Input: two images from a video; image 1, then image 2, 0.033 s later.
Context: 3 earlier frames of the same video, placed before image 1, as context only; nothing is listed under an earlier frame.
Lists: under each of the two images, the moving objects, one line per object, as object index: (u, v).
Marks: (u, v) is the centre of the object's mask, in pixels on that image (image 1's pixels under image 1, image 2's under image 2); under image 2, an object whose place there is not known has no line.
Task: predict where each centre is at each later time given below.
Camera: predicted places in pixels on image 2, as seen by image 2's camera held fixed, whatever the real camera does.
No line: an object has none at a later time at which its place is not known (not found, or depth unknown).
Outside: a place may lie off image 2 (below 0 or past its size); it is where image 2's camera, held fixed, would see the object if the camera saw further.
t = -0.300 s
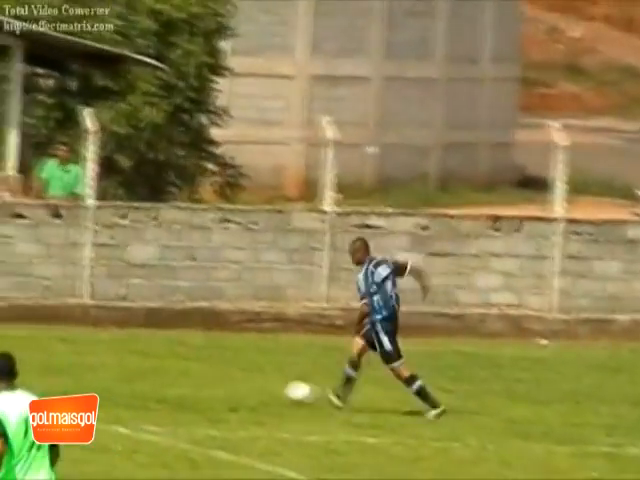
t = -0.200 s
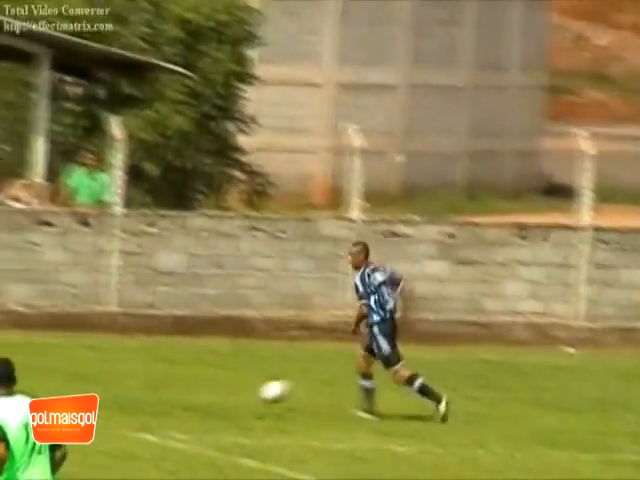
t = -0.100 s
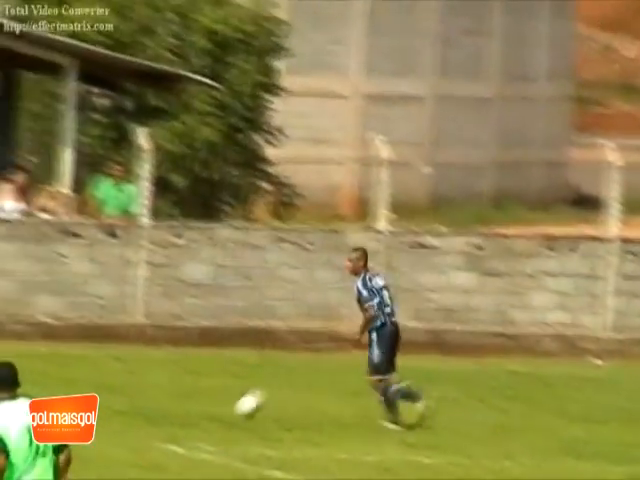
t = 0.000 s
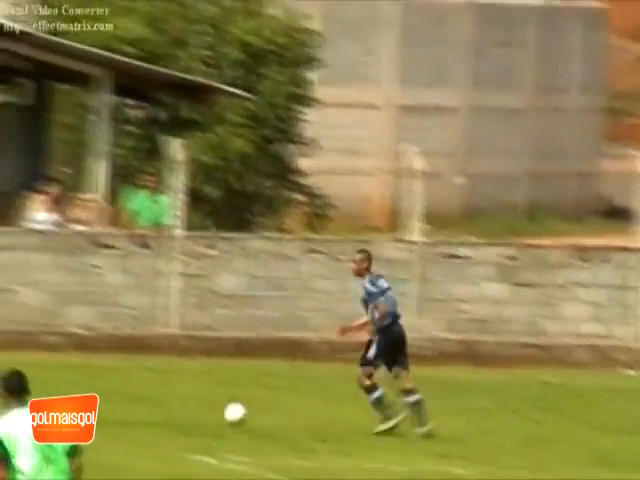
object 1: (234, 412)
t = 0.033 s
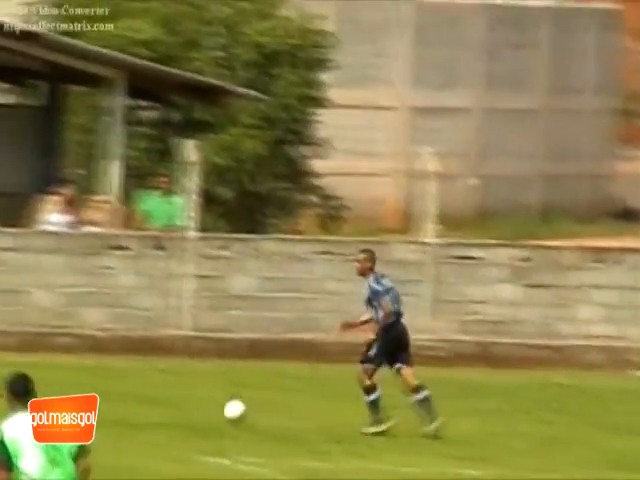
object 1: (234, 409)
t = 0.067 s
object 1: (222, 406)
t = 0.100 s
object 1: (209, 405)
